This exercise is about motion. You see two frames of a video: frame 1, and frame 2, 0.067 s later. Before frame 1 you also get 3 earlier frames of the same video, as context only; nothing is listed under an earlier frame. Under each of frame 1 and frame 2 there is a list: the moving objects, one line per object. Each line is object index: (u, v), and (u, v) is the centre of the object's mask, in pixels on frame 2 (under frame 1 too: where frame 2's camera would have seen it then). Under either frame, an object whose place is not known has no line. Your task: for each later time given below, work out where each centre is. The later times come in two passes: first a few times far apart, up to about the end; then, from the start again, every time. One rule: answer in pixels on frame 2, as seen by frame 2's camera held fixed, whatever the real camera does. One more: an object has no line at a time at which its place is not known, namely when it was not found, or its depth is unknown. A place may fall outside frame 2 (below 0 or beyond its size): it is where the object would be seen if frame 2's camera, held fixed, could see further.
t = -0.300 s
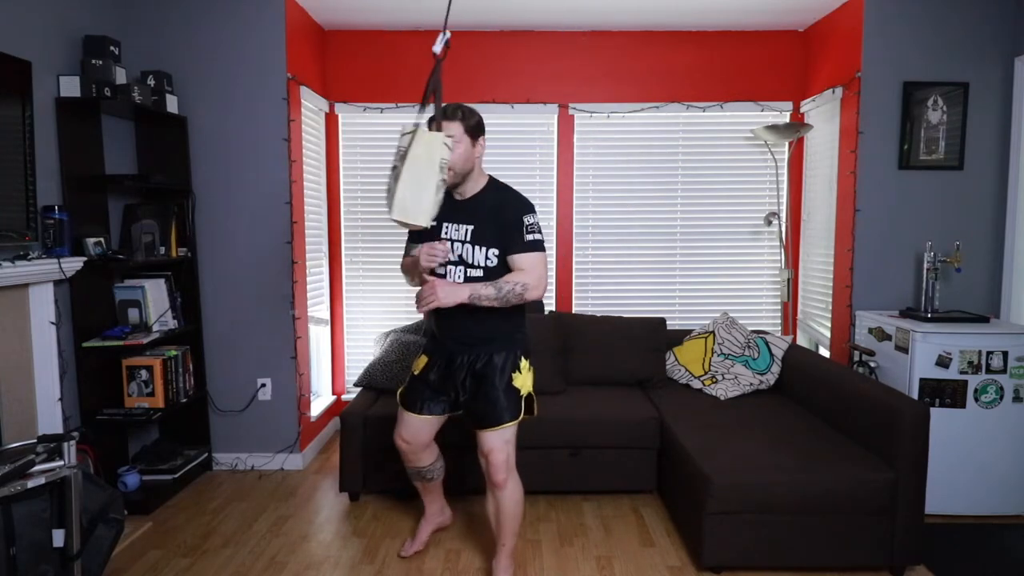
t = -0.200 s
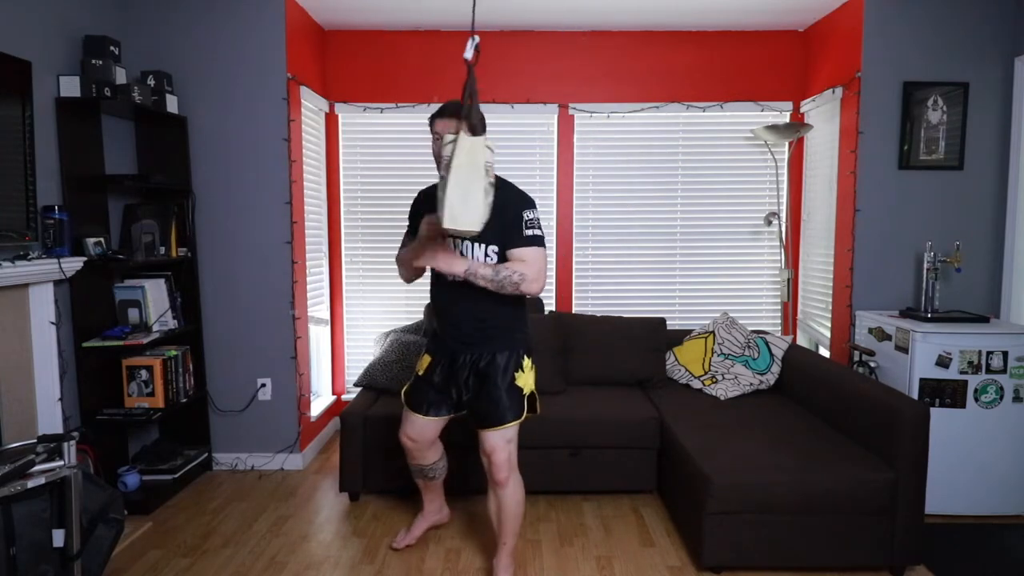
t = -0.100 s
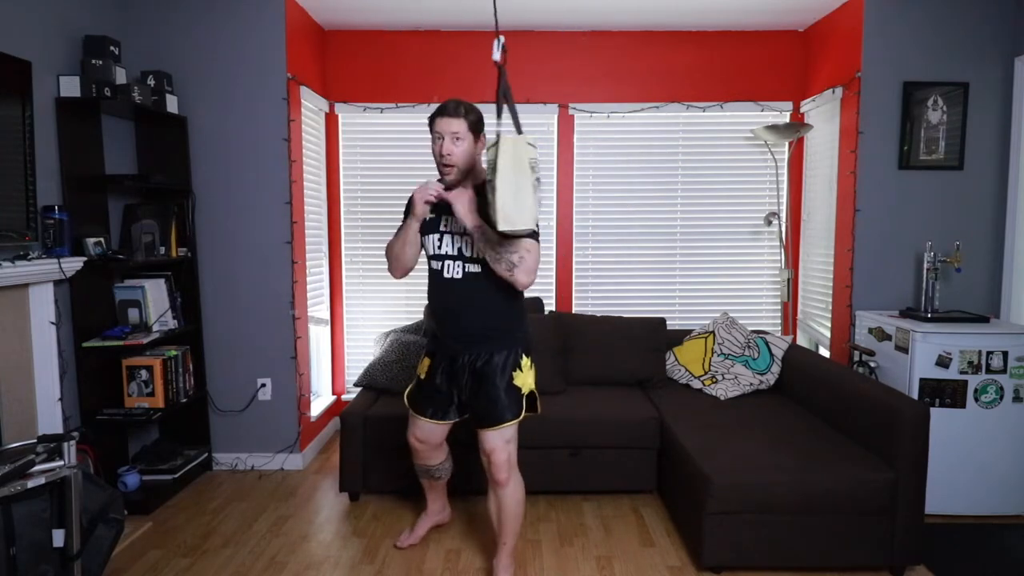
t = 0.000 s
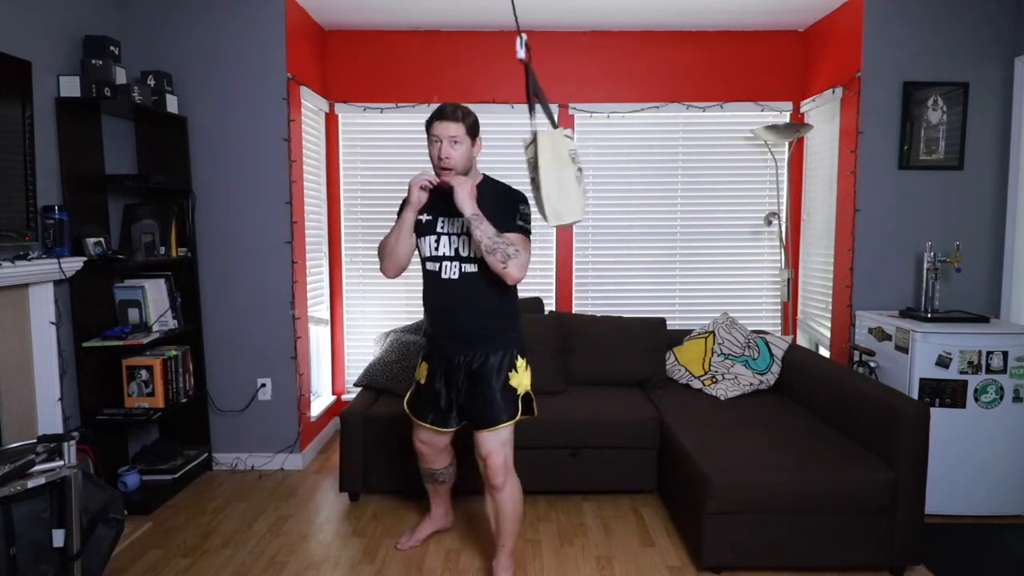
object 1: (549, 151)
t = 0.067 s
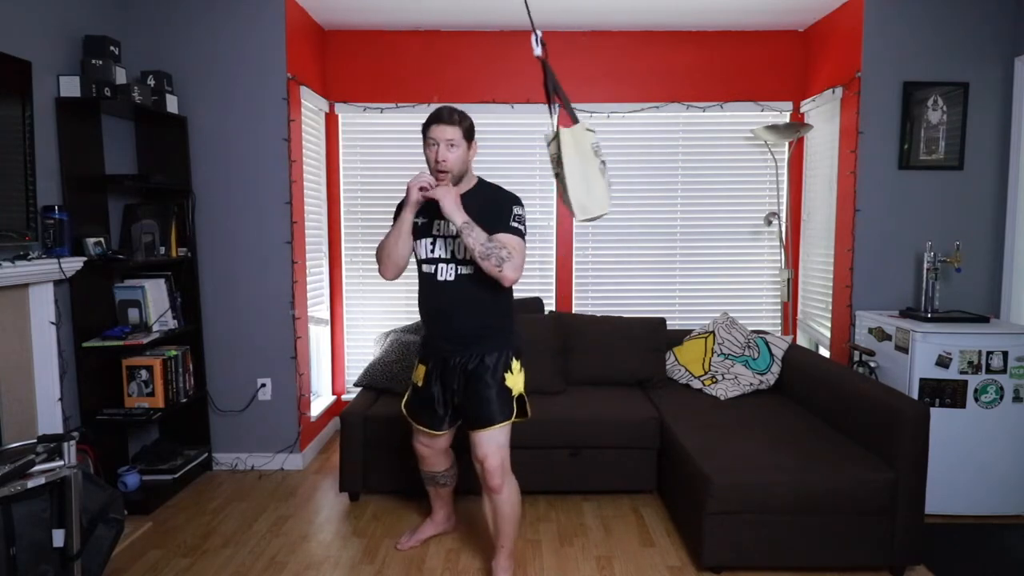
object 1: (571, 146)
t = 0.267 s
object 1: (609, 135)
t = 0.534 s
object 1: (593, 145)
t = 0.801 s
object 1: (511, 163)
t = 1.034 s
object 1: (425, 159)
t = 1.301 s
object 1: (366, 143)
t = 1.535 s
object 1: (378, 147)
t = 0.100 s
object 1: (581, 144)
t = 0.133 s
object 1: (589, 142)
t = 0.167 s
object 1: (596, 140)
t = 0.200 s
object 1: (602, 138)
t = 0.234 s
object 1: (606, 136)
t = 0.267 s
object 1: (609, 135)
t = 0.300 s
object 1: (611, 134)
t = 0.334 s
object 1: (612, 134)
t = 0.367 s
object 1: (611, 134)
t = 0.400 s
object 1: (610, 135)
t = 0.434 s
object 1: (607, 136)
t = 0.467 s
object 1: (603, 138)
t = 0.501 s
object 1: (598, 140)
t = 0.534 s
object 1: (593, 145)
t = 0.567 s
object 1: (584, 145)
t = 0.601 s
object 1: (577, 148)
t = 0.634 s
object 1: (567, 152)
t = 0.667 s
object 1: (557, 155)
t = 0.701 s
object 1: (547, 158)
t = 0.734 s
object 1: (536, 160)
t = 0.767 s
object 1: (524, 163)
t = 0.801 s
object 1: (511, 163)
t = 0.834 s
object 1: (498, 164)
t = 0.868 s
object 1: (485, 165)
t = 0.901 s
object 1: (472, 165)
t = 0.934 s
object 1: (460, 164)
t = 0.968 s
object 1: (447, 163)
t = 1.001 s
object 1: (435, 161)
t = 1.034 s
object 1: (425, 159)
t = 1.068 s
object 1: (414, 157)
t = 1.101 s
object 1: (404, 154)
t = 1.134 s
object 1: (394, 153)
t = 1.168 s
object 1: (386, 151)
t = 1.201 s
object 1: (380, 148)
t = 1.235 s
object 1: (374, 145)
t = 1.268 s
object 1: (369, 145)
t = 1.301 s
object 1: (366, 143)
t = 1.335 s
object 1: (364, 142)
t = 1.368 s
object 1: (363, 142)
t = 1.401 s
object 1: (364, 142)
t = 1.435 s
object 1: (366, 142)
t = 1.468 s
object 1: (369, 144)
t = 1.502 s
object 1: (373, 146)
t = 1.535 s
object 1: (378, 147)
